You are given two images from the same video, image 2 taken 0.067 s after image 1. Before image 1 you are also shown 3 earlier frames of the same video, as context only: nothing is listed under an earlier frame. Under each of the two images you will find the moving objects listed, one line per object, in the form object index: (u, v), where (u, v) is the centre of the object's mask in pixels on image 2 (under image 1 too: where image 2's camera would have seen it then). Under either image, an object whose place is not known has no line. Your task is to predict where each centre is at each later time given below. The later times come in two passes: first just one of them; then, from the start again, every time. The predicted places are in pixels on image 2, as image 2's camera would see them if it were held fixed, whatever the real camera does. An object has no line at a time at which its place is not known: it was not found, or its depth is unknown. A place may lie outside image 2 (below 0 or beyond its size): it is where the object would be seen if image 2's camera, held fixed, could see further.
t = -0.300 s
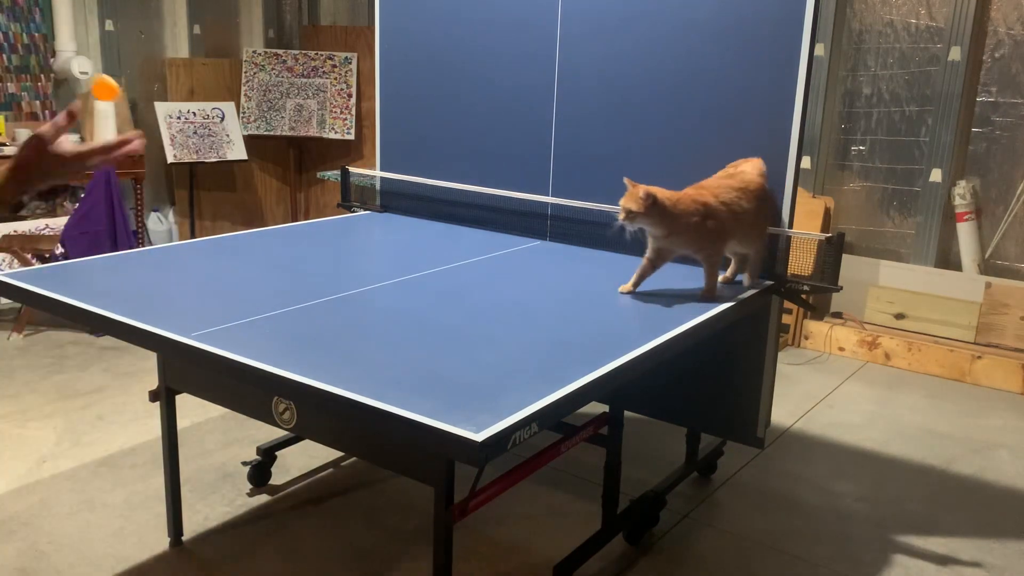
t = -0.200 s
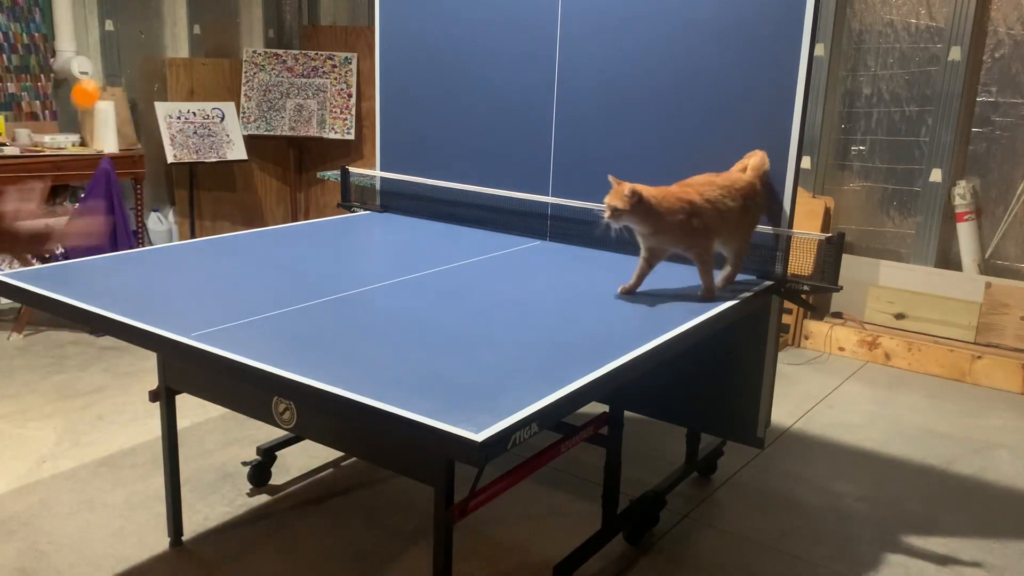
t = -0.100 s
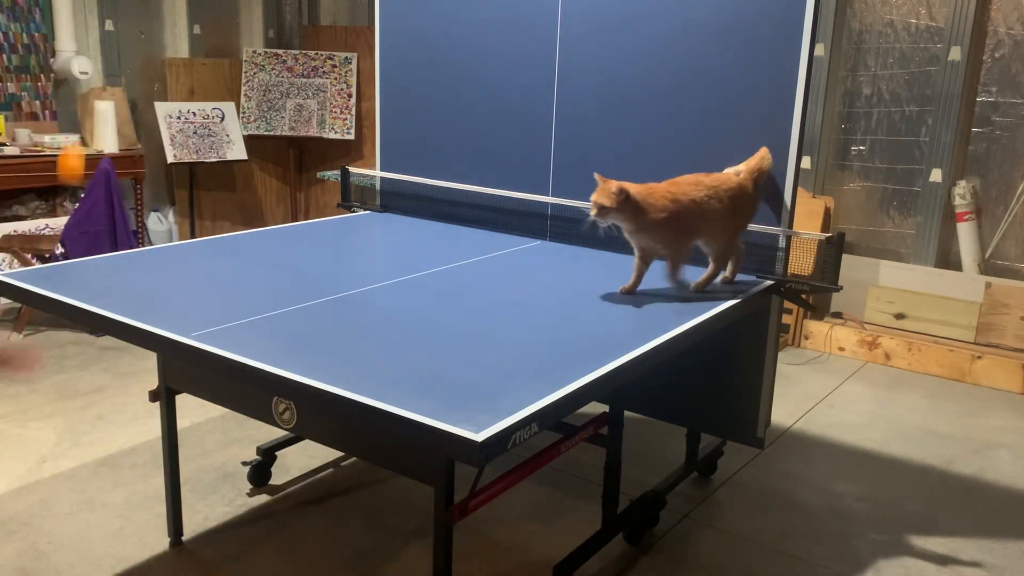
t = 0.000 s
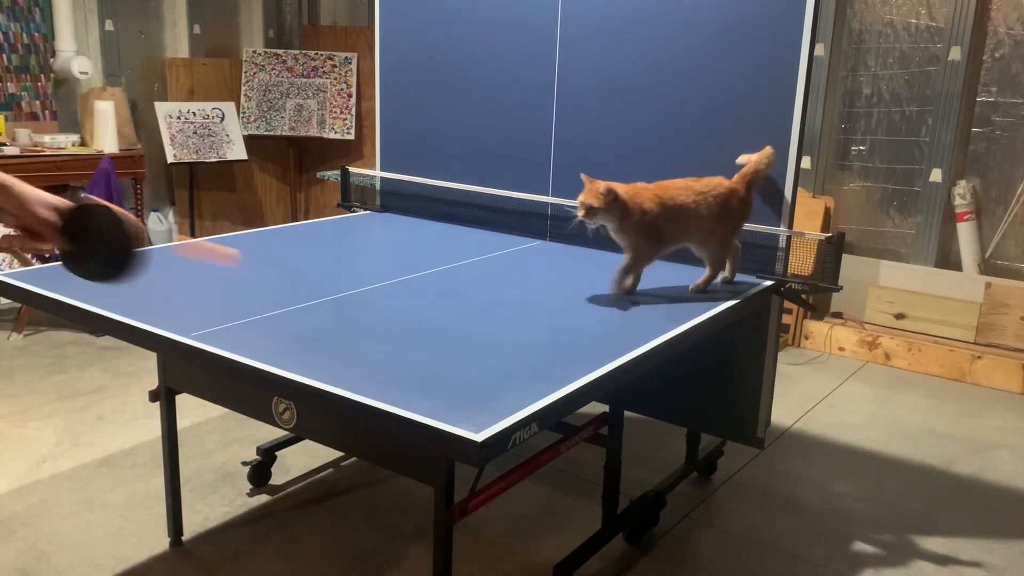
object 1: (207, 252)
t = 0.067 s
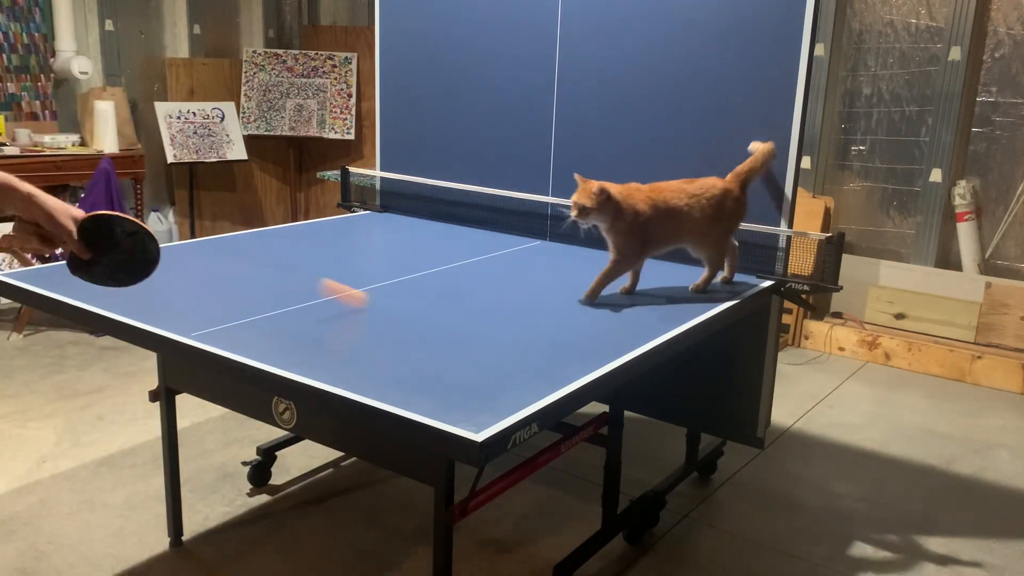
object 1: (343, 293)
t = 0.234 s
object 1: (520, 166)
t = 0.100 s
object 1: (391, 268)
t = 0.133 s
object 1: (429, 232)
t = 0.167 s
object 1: (461, 206)
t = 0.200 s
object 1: (495, 180)
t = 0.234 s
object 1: (520, 166)
